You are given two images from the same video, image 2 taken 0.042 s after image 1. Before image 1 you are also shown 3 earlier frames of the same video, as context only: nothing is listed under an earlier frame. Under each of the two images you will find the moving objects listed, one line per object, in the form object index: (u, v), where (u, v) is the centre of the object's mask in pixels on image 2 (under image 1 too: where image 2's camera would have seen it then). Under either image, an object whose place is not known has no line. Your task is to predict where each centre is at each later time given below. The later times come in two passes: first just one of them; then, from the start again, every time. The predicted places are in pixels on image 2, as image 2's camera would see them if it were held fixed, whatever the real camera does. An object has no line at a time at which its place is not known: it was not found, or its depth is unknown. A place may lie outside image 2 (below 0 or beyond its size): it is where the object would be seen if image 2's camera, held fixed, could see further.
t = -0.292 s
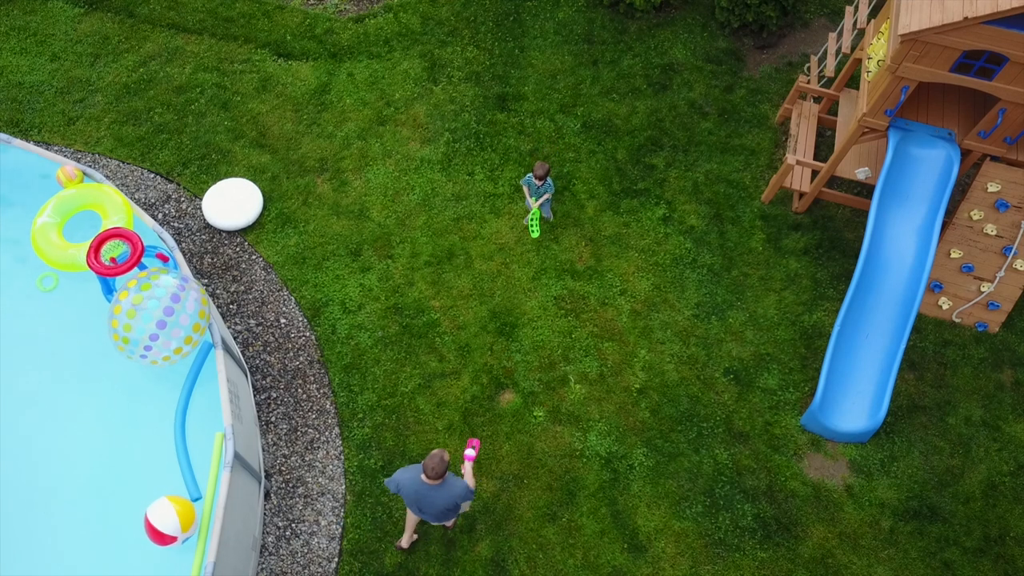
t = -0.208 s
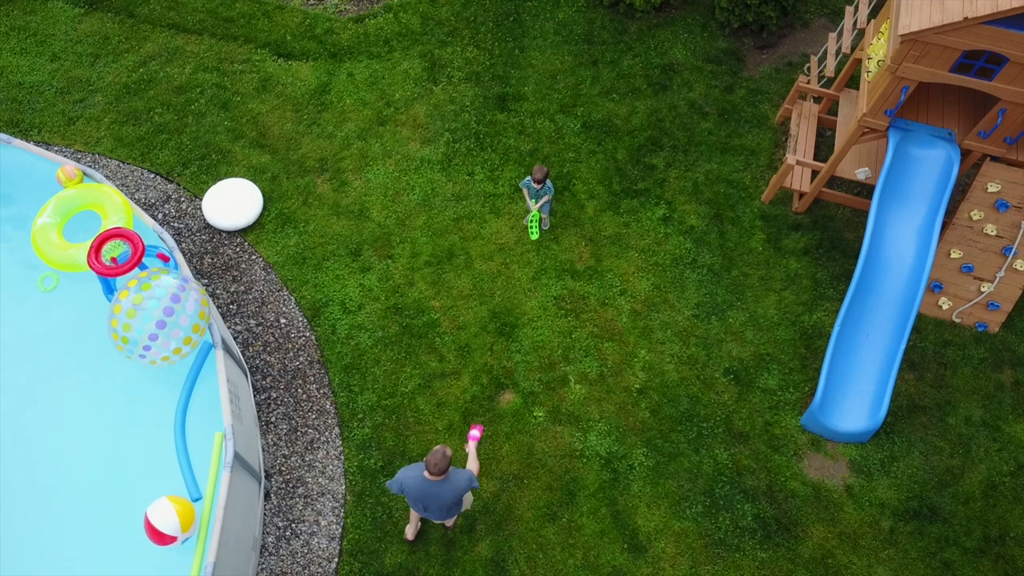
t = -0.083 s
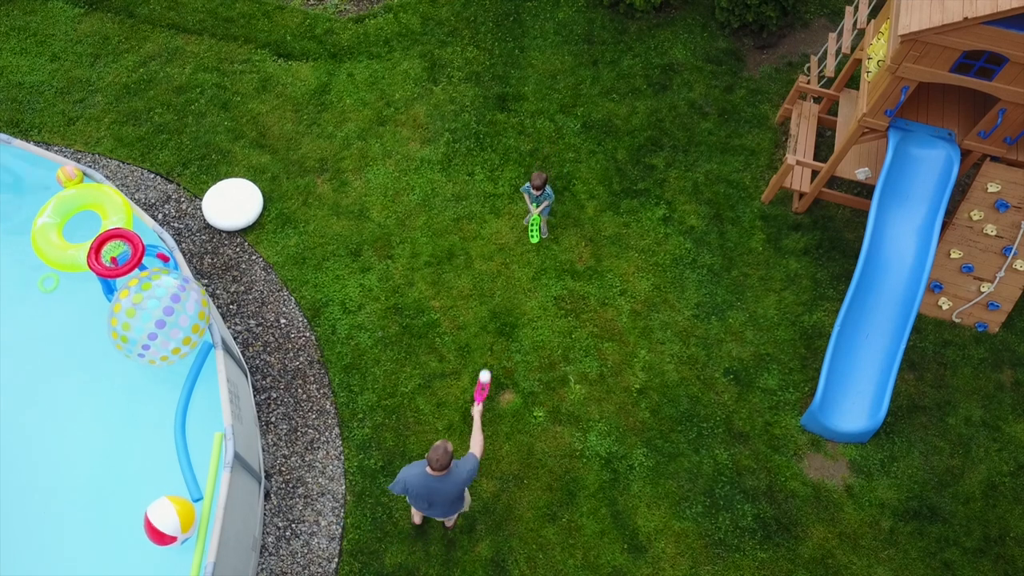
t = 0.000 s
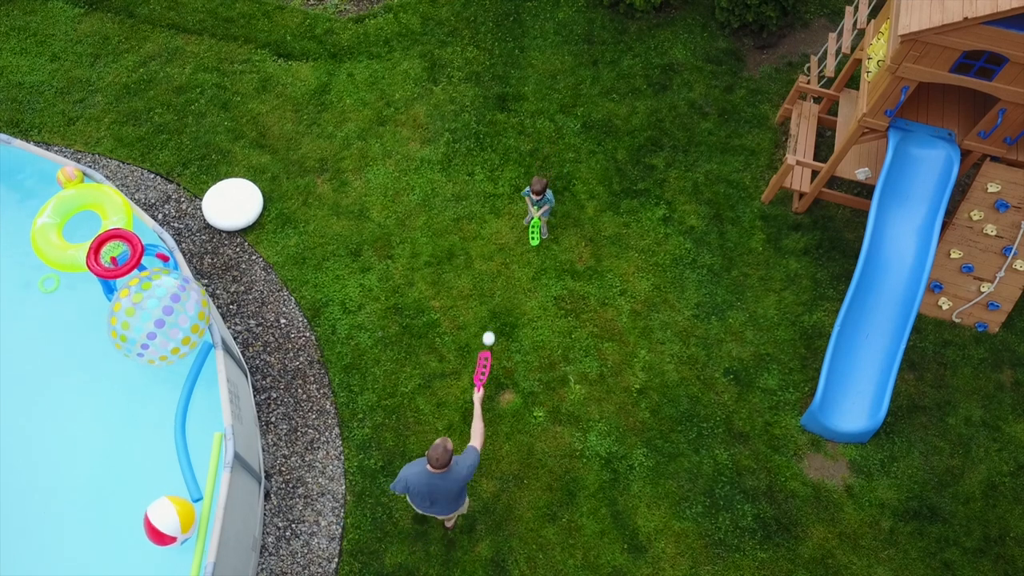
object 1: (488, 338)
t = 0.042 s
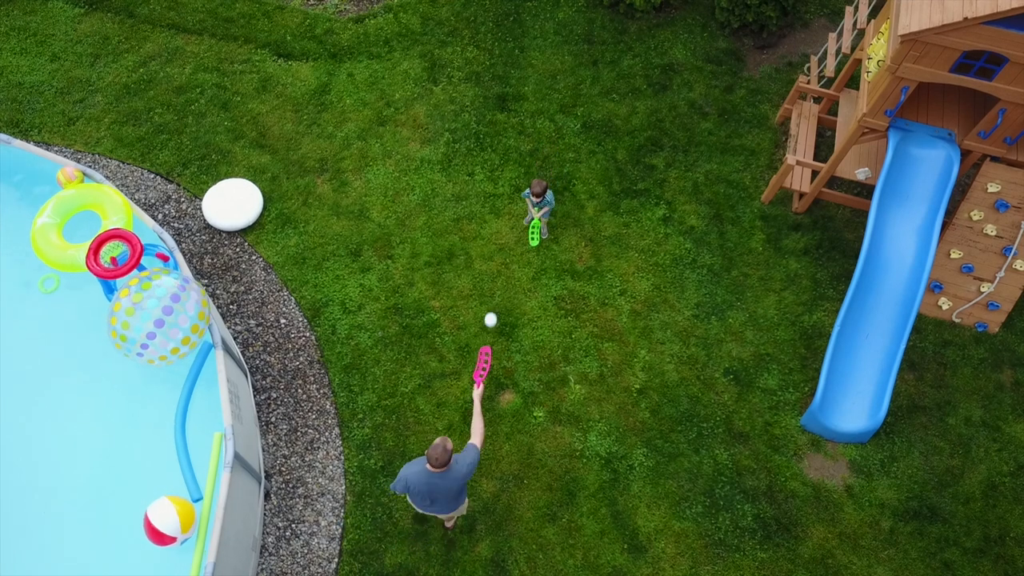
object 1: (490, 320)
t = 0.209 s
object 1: (499, 252)
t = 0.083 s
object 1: (492, 302)
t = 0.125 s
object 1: (495, 284)
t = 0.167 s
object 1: (497, 267)
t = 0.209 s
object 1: (499, 252)
